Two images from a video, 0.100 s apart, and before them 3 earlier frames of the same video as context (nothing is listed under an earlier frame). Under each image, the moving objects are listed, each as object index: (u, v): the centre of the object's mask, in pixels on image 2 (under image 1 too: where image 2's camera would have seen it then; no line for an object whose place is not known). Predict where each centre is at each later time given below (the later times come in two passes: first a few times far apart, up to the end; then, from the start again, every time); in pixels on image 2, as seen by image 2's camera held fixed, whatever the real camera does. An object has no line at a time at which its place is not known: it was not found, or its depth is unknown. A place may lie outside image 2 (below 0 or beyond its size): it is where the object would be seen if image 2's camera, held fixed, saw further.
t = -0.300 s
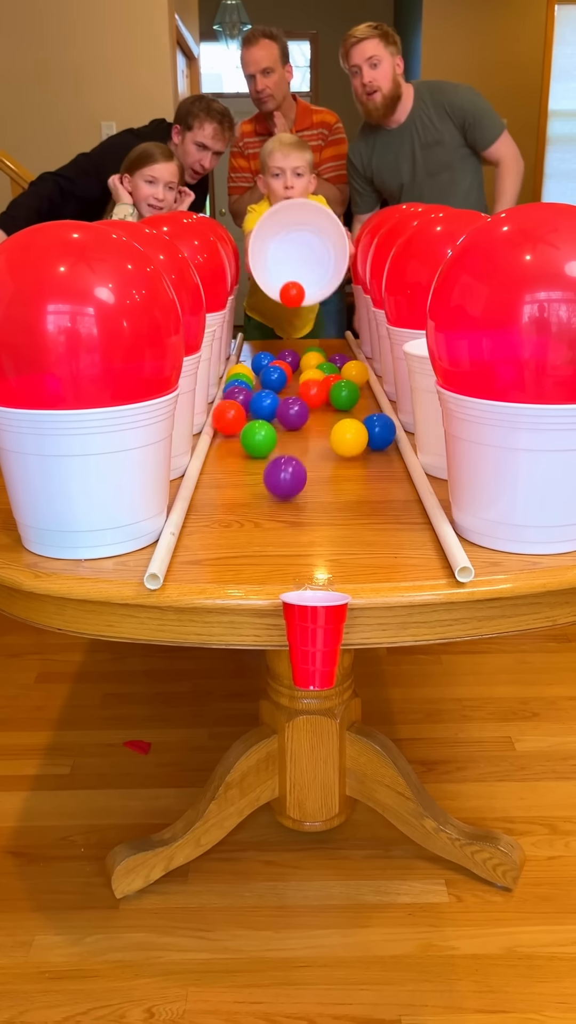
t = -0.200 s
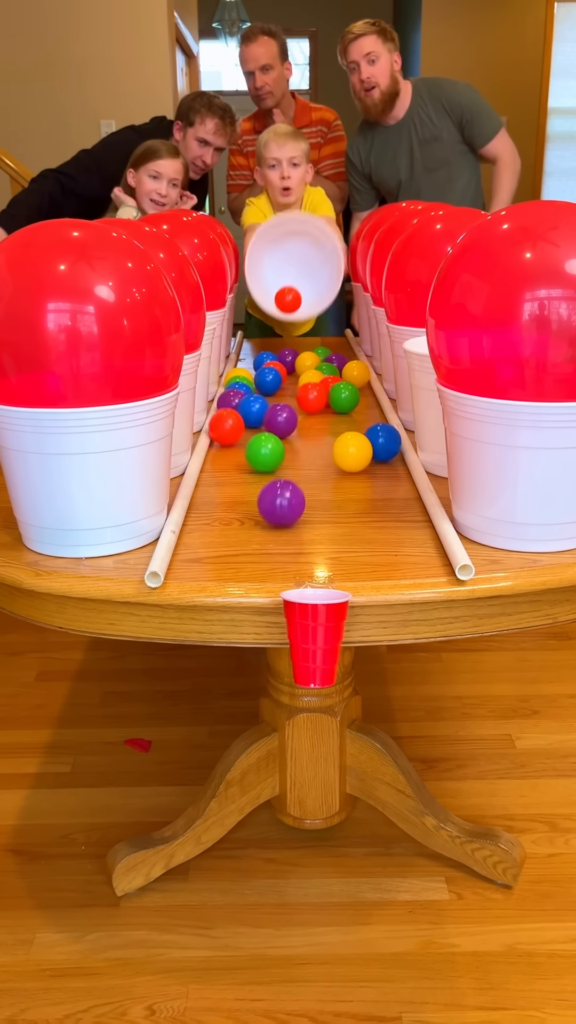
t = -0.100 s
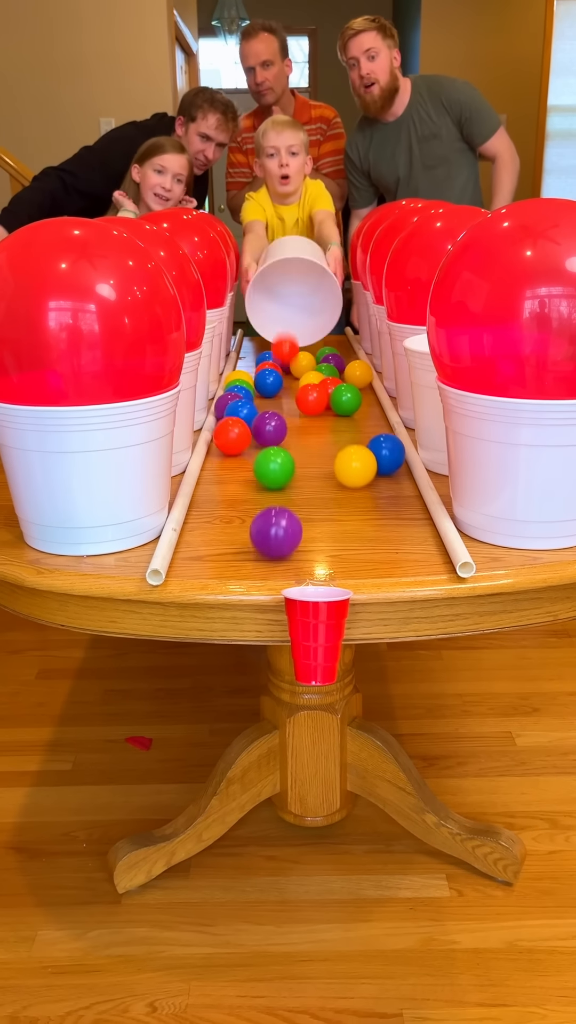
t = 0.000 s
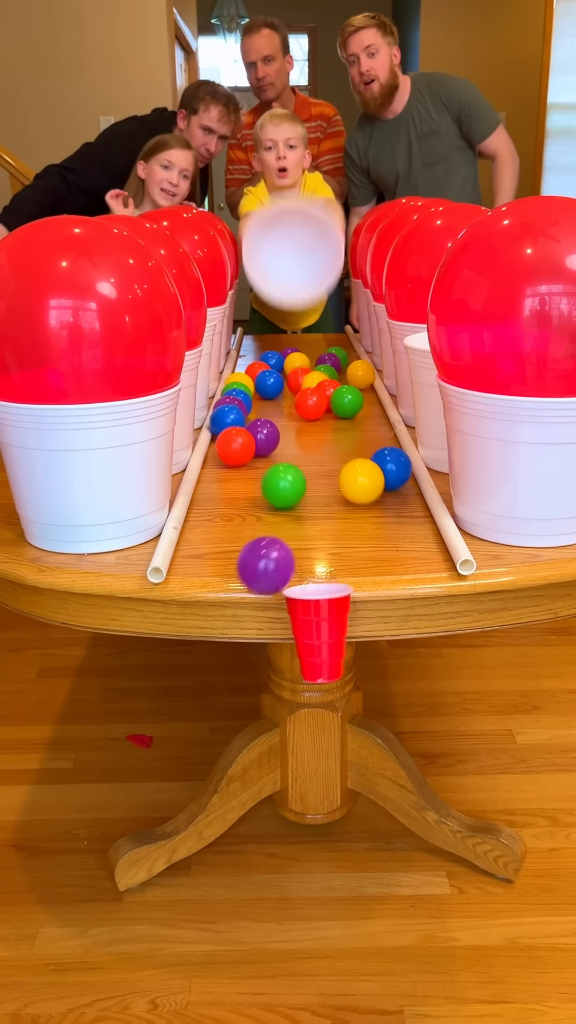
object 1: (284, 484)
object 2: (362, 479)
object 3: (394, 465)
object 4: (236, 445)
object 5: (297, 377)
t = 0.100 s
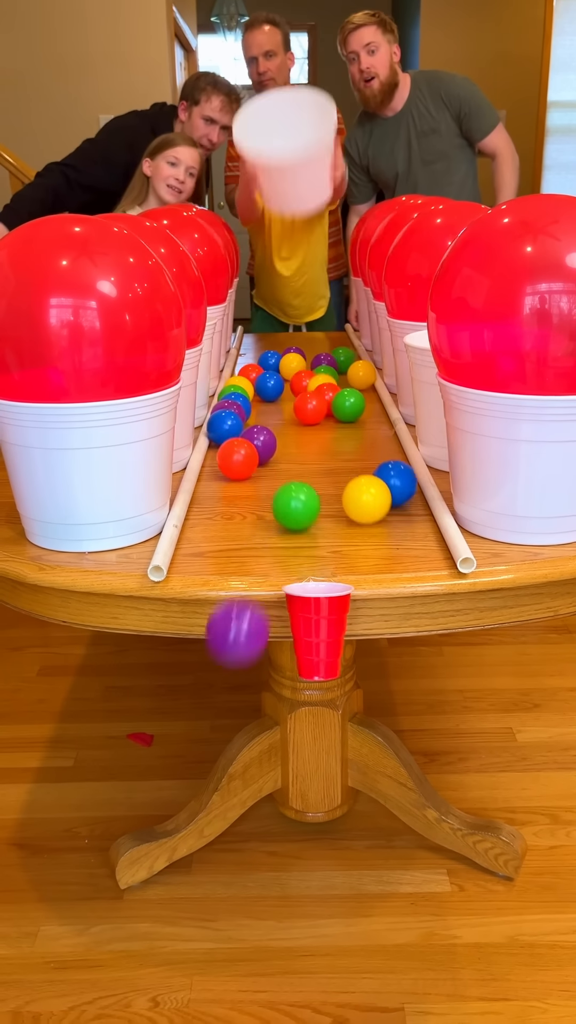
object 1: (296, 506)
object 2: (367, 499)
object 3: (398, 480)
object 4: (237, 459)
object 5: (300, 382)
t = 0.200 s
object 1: (309, 531)
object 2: (375, 521)
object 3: (404, 499)
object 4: (240, 473)
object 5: (304, 384)
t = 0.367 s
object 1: (339, 564)
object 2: (392, 578)
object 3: (407, 534)
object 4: (249, 502)
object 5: (306, 389)
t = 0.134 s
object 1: (300, 514)
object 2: (369, 506)
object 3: (400, 486)
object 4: (238, 464)
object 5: (301, 381)
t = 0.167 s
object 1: (304, 523)
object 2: (372, 514)
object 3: (402, 493)
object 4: (239, 469)
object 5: (302, 384)
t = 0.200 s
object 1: (309, 531)
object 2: (375, 521)
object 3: (404, 499)
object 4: (240, 473)
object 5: (304, 384)
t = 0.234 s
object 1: (314, 541)
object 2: (379, 529)
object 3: (406, 505)
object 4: (242, 479)
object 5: (304, 386)
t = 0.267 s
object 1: (320, 549)
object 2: (382, 537)
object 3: (408, 511)
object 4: (243, 484)
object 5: (305, 386)
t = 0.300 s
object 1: (327, 550)
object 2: (385, 546)
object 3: (409, 517)
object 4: (245, 490)
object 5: (305, 387)
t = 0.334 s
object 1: (335, 559)
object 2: (389, 557)
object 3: (409, 524)
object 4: (247, 496)
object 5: (306, 388)
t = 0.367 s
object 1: (339, 564)
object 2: (392, 578)
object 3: (407, 534)
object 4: (249, 502)
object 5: (306, 389)
